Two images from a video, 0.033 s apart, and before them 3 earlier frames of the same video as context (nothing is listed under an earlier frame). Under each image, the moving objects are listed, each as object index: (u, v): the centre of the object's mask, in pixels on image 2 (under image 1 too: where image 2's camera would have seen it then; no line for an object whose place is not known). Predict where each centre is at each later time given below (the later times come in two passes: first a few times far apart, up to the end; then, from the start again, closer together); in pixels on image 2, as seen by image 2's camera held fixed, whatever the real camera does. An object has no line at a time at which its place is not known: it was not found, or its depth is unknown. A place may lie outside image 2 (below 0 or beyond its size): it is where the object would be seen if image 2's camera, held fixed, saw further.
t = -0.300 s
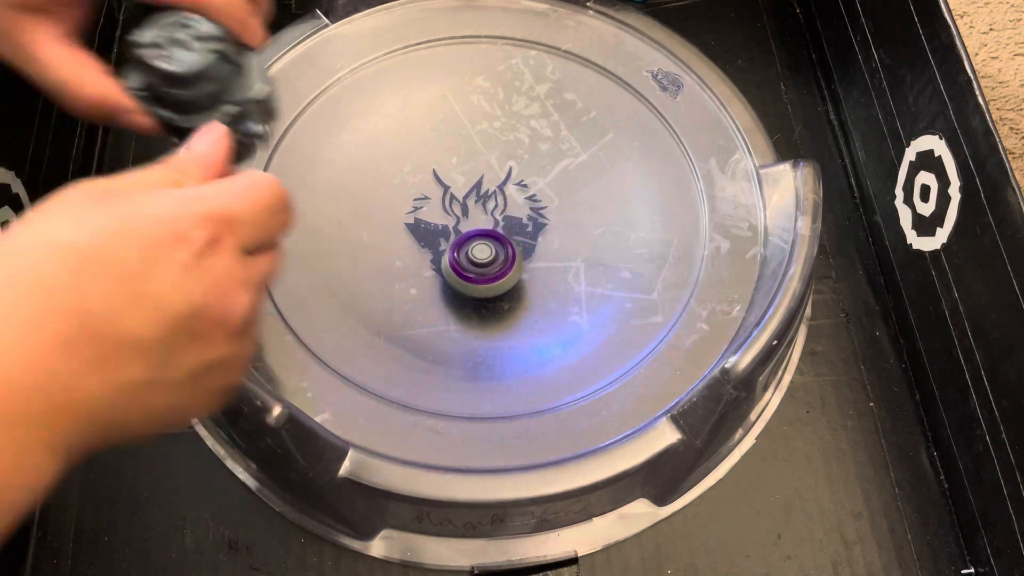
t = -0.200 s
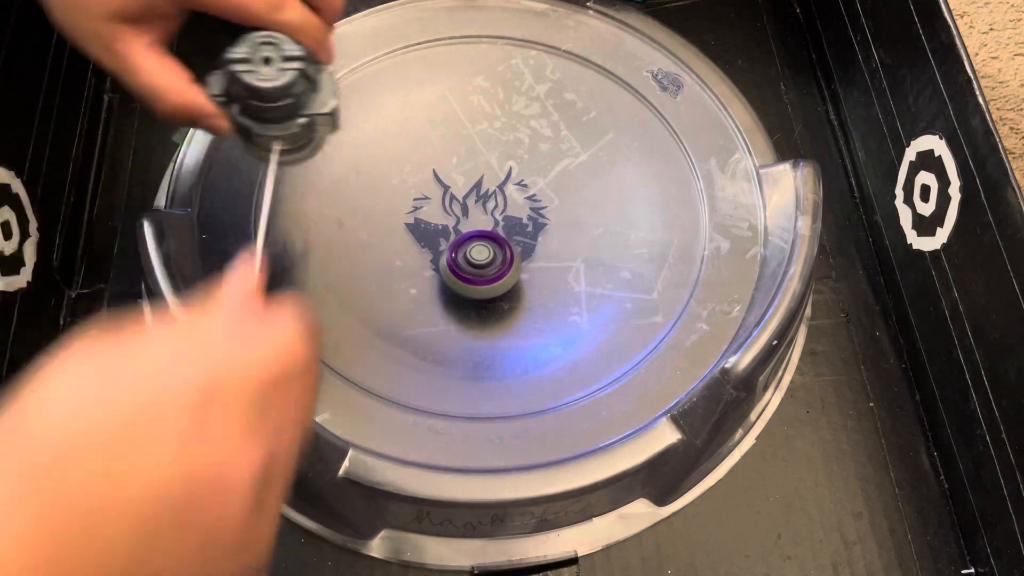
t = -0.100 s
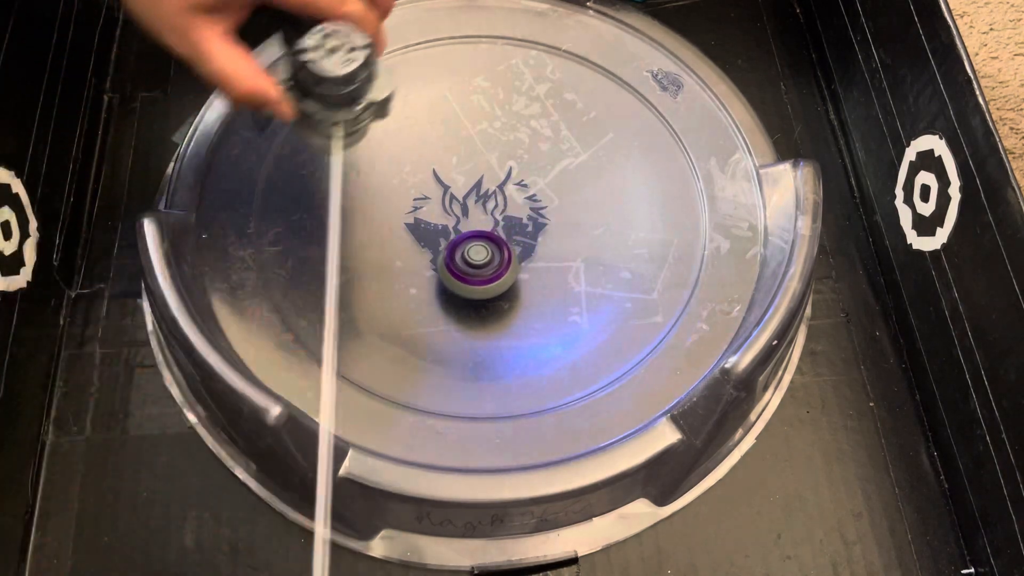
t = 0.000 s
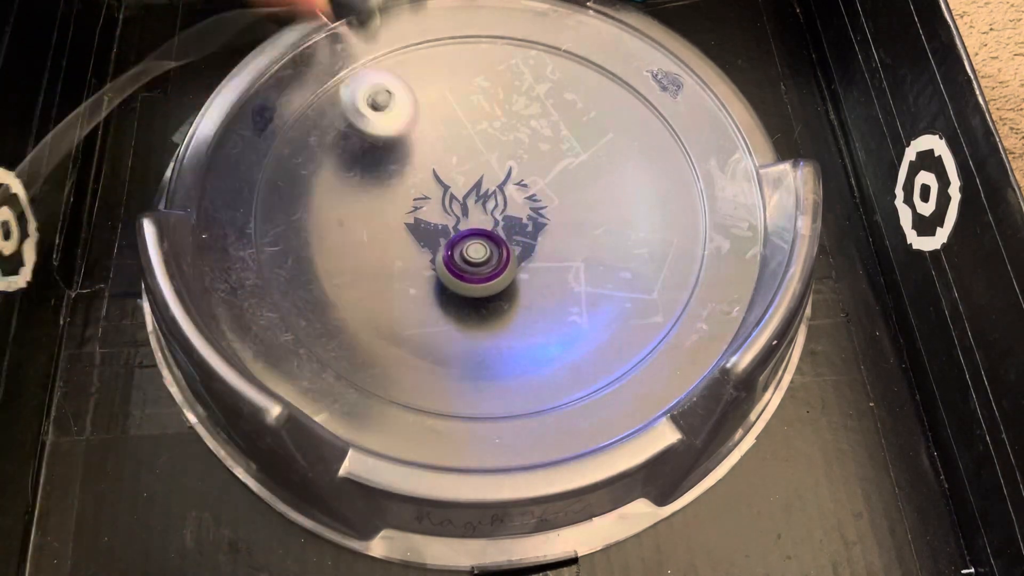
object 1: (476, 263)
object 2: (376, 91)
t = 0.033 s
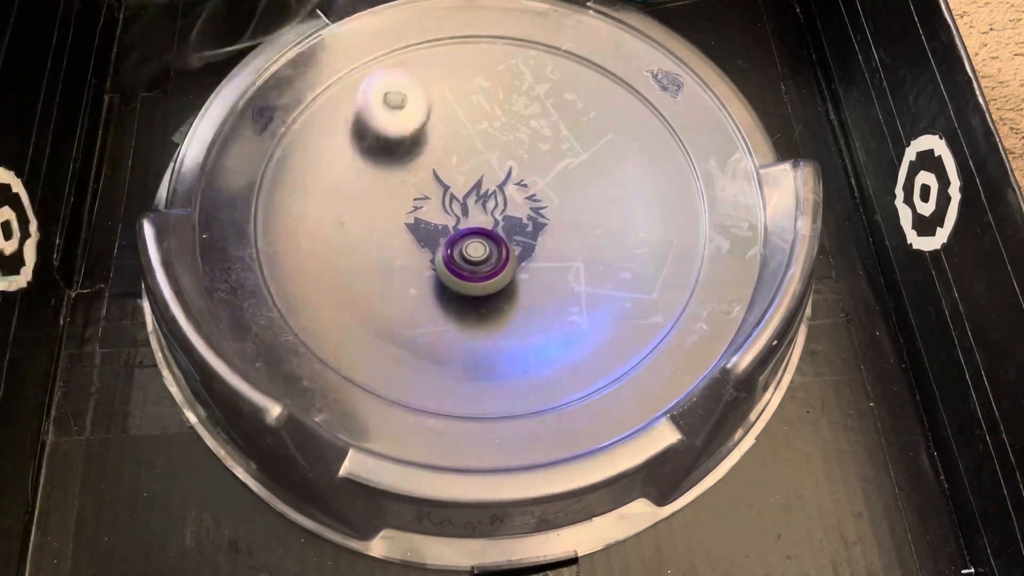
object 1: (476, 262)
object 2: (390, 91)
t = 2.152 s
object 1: (632, 346)
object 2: (442, 247)
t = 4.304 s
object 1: (417, 339)
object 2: (539, 324)
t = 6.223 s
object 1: (387, 68)
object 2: (597, 177)
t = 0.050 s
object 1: (476, 261)
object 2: (397, 81)
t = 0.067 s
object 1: (475, 260)
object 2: (401, 75)
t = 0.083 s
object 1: (475, 259)
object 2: (407, 72)
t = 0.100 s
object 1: (475, 258)
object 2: (412, 71)
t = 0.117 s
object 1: (474, 257)
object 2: (418, 73)
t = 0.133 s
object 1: (474, 256)
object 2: (423, 72)
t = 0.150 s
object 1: (473, 255)
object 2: (424, 64)
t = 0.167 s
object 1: (473, 254)
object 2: (425, 59)
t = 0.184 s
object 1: (473, 253)
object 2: (425, 58)
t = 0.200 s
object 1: (472, 252)
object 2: (425, 52)
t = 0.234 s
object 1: (471, 250)
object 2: (421, 39)
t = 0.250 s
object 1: (471, 249)
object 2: (418, 33)
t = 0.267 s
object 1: (471, 248)
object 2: (415, 28)
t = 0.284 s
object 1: (470, 247)
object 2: (411, 26)
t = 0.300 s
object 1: (470, 246)
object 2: (407, 31)
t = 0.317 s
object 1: (469, 245)
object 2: (403, 40)
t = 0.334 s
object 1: (469, 244)
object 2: (402, 44)
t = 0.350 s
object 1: (468, 243)
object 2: (400, 49)
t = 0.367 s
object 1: (467, 242)
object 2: (400, 53)
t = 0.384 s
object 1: (467, 241)
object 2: (401, 58)
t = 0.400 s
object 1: (467, 240)
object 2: (402, 64)
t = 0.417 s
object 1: (466, 238)
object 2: (403, 70)
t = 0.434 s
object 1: (465, 237)
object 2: (404, 77)
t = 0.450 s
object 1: (465, 236)
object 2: (405, 84)
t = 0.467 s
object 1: (464, 235)
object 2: (408, 94)
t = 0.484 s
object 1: (463, 233)
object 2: (413, 102)
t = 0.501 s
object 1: (462, 232)
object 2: (419, 111)
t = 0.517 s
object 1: (462, 231)
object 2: (426, 120)
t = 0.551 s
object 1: (460, 229)
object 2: (448, 134)
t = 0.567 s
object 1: (459, 227)
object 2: (460, 141)
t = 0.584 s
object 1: (458, 226)
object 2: (474, 146)
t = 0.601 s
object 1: (457, 226)
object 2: (487, 148)
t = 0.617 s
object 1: (455, 226)
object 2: (505, 148)
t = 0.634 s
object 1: (454, 226)
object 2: (520, 146)
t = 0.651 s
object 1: (453, 226)
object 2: (538, 141)
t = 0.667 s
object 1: (453, 225)
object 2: (553, 138)
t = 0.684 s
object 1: (452, 224)
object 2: (567, 132)
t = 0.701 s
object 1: (451, 223)
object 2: (579, 123)
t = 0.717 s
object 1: (450, 223)
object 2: (591, 115)
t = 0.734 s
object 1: (450, 222)
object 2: (602, 104)
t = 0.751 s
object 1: (449, 222)
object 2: (611, 93)
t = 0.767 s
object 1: (448, 221)
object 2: (619, 82)
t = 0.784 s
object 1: (448, 220)
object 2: (624, 70)
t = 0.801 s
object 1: (448, 220)
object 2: (623, 58)
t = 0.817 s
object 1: (447, 219)
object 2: (611, 51)
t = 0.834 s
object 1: (447, 218)
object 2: (599, 47)
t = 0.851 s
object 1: (447, 218)
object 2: (587, 47)
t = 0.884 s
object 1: (446, 216)
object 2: (566, 41)
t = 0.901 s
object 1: (446, 215)
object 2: (561, 39)
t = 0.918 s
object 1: (446, 215)
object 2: (555, 37)
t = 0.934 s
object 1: (445, 214)
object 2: (550, 35)
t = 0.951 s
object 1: (445, 213)
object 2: (544, 32)
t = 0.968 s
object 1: (445, 212)
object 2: (535, 33)
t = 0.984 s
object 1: (445, 211)
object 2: (530, 33)
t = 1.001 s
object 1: (445, 210)
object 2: (525, 36)
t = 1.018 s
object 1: (445, 210)
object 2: (521, 40)
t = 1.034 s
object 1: (445, 209)
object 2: (516, 44)
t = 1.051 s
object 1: (444, 208)
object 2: (510, 50)
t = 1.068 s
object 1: (444, 208)
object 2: (506, 58)
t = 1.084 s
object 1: (444, 207)
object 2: (499, 67)
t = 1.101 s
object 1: (444, 206)
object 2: (495, 77)
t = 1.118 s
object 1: (444, 206)
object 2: (489, 89)
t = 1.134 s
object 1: (444, 205)
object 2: (483, 101)
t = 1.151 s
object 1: (444, 205)
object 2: (482, 115)
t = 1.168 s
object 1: (444, 205)
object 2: (483, 130)
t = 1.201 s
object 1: (429, 224)
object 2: (502, 142)
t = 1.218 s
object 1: (421, 234)
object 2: (512, 150)
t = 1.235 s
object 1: (416, 242)
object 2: (526, 155)
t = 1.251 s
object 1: (412, 249)
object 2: (539, 160)
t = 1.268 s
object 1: (409, 255)
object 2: (553, 163)
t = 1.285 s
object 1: (407, 260)
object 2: (566, 165)
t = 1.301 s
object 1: (407, 264)
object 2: (580, 166)
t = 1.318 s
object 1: (408, 268)
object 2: (594, 164)
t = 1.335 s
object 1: (412, 270)
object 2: (611, 161)
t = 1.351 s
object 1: (415, 272)
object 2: (623, 155)
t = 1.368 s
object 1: (421, 274)
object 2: (634, 150)
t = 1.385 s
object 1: (426, 275)
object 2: (645, 143)
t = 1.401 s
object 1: (433, 276)
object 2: (655, 135)
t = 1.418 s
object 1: (440, 276)
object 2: (664, 127)
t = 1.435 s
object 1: (447, 276)
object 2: (673, 117)
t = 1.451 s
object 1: (454, 276)
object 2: (667, 106)
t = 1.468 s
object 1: (459, 275)
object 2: (652, 97)
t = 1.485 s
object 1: (465, 274)
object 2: (637, 91)
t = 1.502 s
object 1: (472, 273)
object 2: (624, 88)
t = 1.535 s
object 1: (483, 268)
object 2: (601, 80)
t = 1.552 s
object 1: (489, 266)
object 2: (592, 79)
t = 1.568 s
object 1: (494, 263)
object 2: (583, 79)
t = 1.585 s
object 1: (498, 260)
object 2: (573, 82)
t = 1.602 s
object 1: (501, 257)
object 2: (565, 85)
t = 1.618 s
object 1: (506, 253)
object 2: (557, 89)
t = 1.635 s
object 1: (509, 249)
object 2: (548, 95)
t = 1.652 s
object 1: (513, 245)
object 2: (537, 102)
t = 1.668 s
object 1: (516, 241)
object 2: (527, 112)
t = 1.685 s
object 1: (518, 237)
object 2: (519, 123)
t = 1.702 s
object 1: (520, 232)
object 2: (512, 135)
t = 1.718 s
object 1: (522, 237)
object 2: (507, 139)
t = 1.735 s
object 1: (524, 279)
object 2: (504, 115)
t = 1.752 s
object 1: (525, 316)
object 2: (500, 92)
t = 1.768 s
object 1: (525, 346)
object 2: (498, 73)
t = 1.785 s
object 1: (527, 377)
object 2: (495, 57)
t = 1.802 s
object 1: (533, 408)
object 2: (491, 42)
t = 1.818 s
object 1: (537, 411)
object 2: (485, 32)
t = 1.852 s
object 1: (544, 425)
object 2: (472, 22)
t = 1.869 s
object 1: (546, 439)
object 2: (468, 18)
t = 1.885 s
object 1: (550, 447)
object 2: (462, 18)
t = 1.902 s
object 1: (560, 447)
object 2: (456, 21)
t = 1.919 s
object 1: (570, 441)
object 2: (448, 26)
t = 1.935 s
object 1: (580, 435)
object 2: (439, 33)
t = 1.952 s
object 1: (589, 430)
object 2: (430, 41)
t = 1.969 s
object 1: (601, 423)
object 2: (421, 53)
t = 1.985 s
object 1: (611, 417)
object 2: (415, 68)
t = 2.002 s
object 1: (622, 410)
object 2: (404, 84)
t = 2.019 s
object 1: (633, 405)
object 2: (397, 101)
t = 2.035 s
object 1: (636, 395)
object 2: (393, 120)
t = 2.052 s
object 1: (637, 387)
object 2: (392, 140)
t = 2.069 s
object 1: (636, 382)
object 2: (392, 160)
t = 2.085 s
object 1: (636, 373)
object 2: (396, 178)
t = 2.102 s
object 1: (635, 366)
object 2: (402, 197)
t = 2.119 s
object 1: (634, 358)
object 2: (413, 215)
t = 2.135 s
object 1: (633, 351)
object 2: (427, 231)
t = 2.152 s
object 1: (632, 346)
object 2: (442, 247)
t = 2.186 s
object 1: (629, 330)
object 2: (478, 271)
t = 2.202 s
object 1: (627, 323)
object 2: (500, 279)
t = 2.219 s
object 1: (625, 315)
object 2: (519, 285)
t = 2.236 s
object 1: (634, 308)
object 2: (534, 280)
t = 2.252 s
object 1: (674, 307)
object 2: (525, 266)
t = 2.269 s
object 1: (703, 308)
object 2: (516, 255)
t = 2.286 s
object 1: (700, 278)
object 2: (506, 243)
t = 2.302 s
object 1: (696, 254)
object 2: (501, 232)
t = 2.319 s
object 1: (688, 233)
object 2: (497, 217)
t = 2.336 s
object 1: (681, 215)
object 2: (492, 205)
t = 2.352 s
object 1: (673, 203)
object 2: (492, 196)
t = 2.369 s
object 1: (665, 194)
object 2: (493, 182)
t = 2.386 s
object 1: (656, 186)
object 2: (498, 173)
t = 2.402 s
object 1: (648, 183)
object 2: (502, 165)
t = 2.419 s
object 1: (639, 172)
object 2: (503, 156)
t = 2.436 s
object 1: (629, 155)
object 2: (507, 150)
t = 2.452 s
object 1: (619, 141)
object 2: (507, 142)
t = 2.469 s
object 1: (609, 131)
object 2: (506, 138)
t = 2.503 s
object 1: (579, 113)
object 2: (502, 128)
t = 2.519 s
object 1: (566, 104)
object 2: (497, 125)
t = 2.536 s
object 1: (561, 89)
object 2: (492, 121)
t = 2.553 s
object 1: (556, 79)
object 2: (488, 119)
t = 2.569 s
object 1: (550, 72)
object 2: (484, 120)
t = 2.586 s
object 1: (545, 67)
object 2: (479, 123)
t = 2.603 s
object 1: (539, 60)
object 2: (473, 123)
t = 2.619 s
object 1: (532, 54)
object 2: (470, 123)
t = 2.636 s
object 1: (526, 49)
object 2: (463, 123)
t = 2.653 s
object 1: (517, 44)
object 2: (456, 125)
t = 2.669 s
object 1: (508, 42)
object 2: (452, 125)
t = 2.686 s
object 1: (497, 40)
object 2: (448, 127)
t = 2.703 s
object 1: (485, 39)
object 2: (445, 130)
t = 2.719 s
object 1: (474, 39)
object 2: (440, 134)
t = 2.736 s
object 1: (463, 40)
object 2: (437, 138)
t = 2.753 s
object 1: (452, 42)
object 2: (435, 143)
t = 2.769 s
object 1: (441, 45)
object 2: (433, 149)
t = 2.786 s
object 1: (430, 48)
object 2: (432, 155)
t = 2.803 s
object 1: (419, 53)
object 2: (433, 162)
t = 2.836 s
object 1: (399, 63)
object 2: (439, 177)
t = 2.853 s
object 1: (390, 68)
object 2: (445, 183)
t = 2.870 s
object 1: (381, 75)
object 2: (452, 191)
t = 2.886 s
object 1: (373, 82)
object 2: (459, 196)
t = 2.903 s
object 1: (365, 89)
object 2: (469, 200)
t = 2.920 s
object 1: (358, 99)
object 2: (478, 204)
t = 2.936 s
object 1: (352, 106)
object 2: (488, 206)
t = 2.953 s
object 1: (347, 116)
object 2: (498, 206)
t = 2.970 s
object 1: (341, 127)
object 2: (508, 205)
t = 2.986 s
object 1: (336, 139)
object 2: (519, 203)
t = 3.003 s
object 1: (333, 152)
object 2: (526, 200)
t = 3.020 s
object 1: (330, 167)
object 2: (535, 196)
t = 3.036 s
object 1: (329, 181)
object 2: (543, 191)
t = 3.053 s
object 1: (331, 196)
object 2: (550, 184)
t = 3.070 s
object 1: (334, 211)
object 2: (555, 177)
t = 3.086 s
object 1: (339, 227)
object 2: (561, 169)
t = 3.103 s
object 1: (345, 240)
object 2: (563, 161)
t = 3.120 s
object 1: (355, 255)
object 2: (564, 153)
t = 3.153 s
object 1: (378, 282)
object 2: (560, 137)
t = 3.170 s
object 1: (393, 293)
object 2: (557, 129)
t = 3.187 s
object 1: (409, 303)
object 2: (550, 123)
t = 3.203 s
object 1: (428, 311)
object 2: (545, 118)
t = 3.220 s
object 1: (448, 320)
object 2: (534, 115)
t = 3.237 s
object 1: (468, 325)
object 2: (525, 113)
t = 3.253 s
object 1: (488, 327)
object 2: (514, 112)
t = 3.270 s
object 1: (508, 327)
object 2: (505, 114)
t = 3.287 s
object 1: (528, 326)
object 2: (493, 118)
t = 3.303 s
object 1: (548, 322)
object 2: (482, 123)
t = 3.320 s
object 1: (566, 318)
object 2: (474, 129)
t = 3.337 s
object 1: (583, 311)
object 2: (467, 136)
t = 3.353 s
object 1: (600, 302)
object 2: (460, 146)
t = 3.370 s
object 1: (615, 291)
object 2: (454, 156)
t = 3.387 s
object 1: (629, 280)
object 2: (451, 166)
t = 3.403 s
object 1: (641, 268)
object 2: (449, 178)
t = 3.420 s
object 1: (652, 255)
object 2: (449, 189)
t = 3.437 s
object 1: (661, 243)
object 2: (452, 200)
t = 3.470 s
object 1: (671, 217)
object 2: (464, 222)
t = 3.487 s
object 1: (674, 205)
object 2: (470, 231)
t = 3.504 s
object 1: (677, 193)
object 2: (480, 239)
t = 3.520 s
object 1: (678, 180)
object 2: (490, 246)
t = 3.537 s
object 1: (678, 168)
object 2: (502, 252)
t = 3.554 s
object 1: (676, 161)
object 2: (513, 257)
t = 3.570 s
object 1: (673, 147)
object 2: (524, 259)
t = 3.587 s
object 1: (670, 138)
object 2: (538, 259)
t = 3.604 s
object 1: (665, 130)
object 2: (553, 257)
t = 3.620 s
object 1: (661, 122)
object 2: (564, 255)
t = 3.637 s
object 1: (655, 115)
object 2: (577, 249)
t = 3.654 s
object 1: (649, 109)
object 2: (587, 243)
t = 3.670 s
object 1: (644, 103)
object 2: (598, 235)
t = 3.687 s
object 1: (638, 99)
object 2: (606, 226)
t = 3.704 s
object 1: (631, 95)
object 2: (615, 215)
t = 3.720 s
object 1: (624, 92)
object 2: (619, 204)
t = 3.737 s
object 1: (616, 87)
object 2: (619, 193)
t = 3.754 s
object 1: (608, 84)
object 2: (619, 182)
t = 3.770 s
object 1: (601, 81)
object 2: (614, 170)
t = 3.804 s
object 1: (582, 77)
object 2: (602, 153)
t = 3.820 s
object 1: (572, 76)
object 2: (590, 146)
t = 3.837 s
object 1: (562, 74)
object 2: (581, 139)
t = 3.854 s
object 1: (551, 74)
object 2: (569, 134)
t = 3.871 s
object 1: (539, 74)
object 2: (556, 131)
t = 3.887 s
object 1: (527, 74)
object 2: (543, 129)
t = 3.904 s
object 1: (514, 76)
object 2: (530, 129)
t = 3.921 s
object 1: (500, 79)
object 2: (514, 132)
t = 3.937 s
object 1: (485, 82)
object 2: (500, 135)
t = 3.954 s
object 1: (470, 87)
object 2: (487, 139)
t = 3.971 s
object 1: (455, 93)
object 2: (473, 145)
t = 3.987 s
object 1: (440, 99)
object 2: (462, 152)
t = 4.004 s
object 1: (426, 107)
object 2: (451, 159)
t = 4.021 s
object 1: (413, 117)
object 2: (442, 169)
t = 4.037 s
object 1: (401, 127)
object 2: (432, 179)
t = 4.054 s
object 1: (390, 139)
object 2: (424, 190)
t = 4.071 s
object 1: (381, 151)
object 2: (418, 201)
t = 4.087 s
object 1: (372, 165)
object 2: (413, 213)
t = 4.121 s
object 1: (361, 194)
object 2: (416, 237)
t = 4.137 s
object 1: (359, 209)
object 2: (418, 250)
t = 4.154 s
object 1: (358, 225)
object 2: (422, 262)
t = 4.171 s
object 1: (360, 240)
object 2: (427, 274)
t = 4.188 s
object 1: (363, 256)
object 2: (436, 284)
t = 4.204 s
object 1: (369, 270)
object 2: (445, 294)
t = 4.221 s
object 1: (376, 285)
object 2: (454, 303)
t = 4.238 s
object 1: (387, 300)
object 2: (466, 311)
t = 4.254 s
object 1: (396, 312)
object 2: (481, 317)
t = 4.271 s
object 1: (401, 322)
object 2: (500, 322)
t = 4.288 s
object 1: (408, 331)
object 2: (520, 325)
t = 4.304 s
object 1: (417, 339)
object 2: (539, 324)
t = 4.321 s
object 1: (428, 346)
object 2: (556, 321)
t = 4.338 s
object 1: (441, 354)
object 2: (572, 315)
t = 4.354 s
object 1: (453, 359)
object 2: (587, 308)
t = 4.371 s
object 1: (467, 364)
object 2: (600, 298)
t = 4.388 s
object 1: (480, 367)
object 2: (611, 288)
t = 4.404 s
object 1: (492, 369)
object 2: (620, 276)
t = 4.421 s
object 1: (503, 369)
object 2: (626, 264)
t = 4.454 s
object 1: (523, 366)
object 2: (633, 237)
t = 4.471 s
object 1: (531, 364)
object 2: (637, 223)
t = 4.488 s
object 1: (541, 361)
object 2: (633, 211)
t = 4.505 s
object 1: (548, 359)
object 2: (630, 198)
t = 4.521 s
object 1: (556, 355)
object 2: (626, 186)
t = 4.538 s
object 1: (563, 350)
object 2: (619, 174)
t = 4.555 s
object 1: (571, 345)
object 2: (609, 163)
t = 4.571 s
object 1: (579, 340)
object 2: (599, 154)
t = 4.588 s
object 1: (585, 333)
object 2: (588, 147)
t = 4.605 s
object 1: (591, 327)
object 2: (575, 139)
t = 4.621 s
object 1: (597, 319)
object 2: (562, 132)
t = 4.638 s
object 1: (602, 311)
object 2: (548, 128)
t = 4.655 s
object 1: (608, 302)
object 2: (534, 123)
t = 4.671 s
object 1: (612, 292)
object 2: (520, 121)
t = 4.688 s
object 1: (615, 282)
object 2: (503, 119)
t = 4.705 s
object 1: (618, 271)
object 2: (489, 119)
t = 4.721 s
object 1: (619, 260)
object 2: (473, 120)
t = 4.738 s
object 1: (620, 249)
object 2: (458, 122)
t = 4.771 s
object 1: (618, 225)
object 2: (429, 130)
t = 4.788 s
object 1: (615, 214)
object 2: (415, 135)
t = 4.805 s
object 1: (611, 202)
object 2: (403, 142)
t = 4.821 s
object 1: (604, 190)
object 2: (391, 149)
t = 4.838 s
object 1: (597, 180)
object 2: (380, 156)
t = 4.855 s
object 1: (588, 169)
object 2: (370, 167)
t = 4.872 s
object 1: (578, 159)
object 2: (361, 177)
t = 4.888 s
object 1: (567, 149)
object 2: (356, 187)
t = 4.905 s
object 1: (555, 141)
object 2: (349, 200)
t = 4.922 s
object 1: (543, 134)
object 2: (344, 212)
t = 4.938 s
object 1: (528, 127)
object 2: (342, 224)
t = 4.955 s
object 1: (513, 121)
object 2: (341, 239)
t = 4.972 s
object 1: (499, 118)
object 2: (342, 252)
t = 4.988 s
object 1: (483, 114)
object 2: (348, 264)
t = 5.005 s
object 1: (467, 112)
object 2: (354, 278)
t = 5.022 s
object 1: (451, 113)
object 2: (364, 289)
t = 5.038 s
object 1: (435, 112)
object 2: (376, 299)
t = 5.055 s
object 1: (419, 114)
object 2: (387, 309)
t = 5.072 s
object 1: (403, 117)
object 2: (402, 318)
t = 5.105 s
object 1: (373, 127)
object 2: (434, 326)
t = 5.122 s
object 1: (360, 134)
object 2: (450, 331)
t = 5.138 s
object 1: (348, 141)
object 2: (469, 328)
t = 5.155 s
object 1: (337, 149)
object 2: (485, 329)
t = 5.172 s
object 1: (327, 158)
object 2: (502, 325)
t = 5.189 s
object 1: (318, 169)
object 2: (517, 319)
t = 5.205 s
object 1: (312, 179)
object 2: (530, 312)
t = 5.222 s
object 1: (305, 189)
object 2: (544, 303)
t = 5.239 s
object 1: (301, 200)
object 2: (553, 293)
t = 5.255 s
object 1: (299, 211)
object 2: (564, 280)
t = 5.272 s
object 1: (297, 220)
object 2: (571, 269)
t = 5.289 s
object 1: (298, 232)
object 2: (576, 257)
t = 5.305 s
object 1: (298, 240)
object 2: (578, 243)
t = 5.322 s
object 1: (302, 251)
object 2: (583, 231)
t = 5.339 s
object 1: (305, 259)
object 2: (585, 218)
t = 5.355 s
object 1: (308, 268)
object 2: (583, 204)
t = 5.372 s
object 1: (313, 276)
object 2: (580, 192)
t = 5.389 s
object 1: (318, 284)
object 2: (577, 180)
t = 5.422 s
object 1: (333, 298)
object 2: (564, 156)
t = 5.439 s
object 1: (342, 305)
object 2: (556, 146)
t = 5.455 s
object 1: (352, 311)
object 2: (546, 135)
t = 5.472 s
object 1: (361, 318)
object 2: (538, 126)
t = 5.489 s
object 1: (371, 323)
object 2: (527, 117)
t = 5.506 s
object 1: (386, 329)
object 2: (515, 110)
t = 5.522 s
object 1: (399, 334)
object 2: (503, 105)
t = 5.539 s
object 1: (415, 338)
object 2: (489, 101)
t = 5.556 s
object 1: (431, 342)
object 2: (477, 96)
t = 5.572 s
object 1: (448, 344)
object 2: (463, 94)
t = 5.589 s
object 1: (466, 344)
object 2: (450, 92)
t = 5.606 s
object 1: (485, 342)
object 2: (434, 92)
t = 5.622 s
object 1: (501, 339)
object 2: (422, 93)
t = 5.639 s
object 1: (518, 334)
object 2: (406, 96)
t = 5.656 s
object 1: (534, 326)
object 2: (391, 100)
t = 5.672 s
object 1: (548, 318)
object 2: (379, 104)
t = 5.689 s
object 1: (562, 308)
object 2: (367, 111)
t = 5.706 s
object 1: (574, 297)
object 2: (357, 118)
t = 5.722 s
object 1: (585, 285)
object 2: (348, 126)
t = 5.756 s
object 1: (601, 259)
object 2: (333, 147)
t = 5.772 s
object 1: (607, 245)
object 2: (329, 159)
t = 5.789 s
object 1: (610, 230)
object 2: (325, 174)
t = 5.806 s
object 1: (613, 217)
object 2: (326, 185)
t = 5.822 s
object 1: (613, 203)
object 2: (327, 198)
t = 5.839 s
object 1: (612, 188)
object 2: (330, 213)
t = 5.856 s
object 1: (610, 173)
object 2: (339, 224)
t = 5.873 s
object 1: (606, 159)
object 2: (348, 236)
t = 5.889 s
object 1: (601, 145)
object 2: (357, 248)
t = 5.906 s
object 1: (594, 134)
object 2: (369, 258)
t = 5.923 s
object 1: (585, 121)
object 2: (382, 267)
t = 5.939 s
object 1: (576, 110)
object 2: (398, 274)
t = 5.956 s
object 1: (566, 100)
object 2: (414, 279)
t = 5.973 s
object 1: (555, 91)
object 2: (428, 283)
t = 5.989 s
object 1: (542, 83)
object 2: (444, 286)
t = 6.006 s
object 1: (530, 76)
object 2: (462, 286)
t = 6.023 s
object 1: (518, 69)
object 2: (477, 285)
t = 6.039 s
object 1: (505, 64)
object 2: (493, 283)
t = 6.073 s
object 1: (480, 58)
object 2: (524, 273)
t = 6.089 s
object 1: (469, 56)
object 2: (537, 265)
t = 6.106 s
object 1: (457, 55)
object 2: (550, 256)
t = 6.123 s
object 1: (446, 54)
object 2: (559, 247)
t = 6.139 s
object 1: (435, 56)
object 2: (569, 238)
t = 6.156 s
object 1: (425, 57)
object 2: (578, 226)
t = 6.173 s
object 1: (415, 59)
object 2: (584, 215)
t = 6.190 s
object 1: (405, 62)
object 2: (589, 205)
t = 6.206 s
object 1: (395, 65)
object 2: (594, 190)
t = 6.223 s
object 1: (387, 68)
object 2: (597, 177)
